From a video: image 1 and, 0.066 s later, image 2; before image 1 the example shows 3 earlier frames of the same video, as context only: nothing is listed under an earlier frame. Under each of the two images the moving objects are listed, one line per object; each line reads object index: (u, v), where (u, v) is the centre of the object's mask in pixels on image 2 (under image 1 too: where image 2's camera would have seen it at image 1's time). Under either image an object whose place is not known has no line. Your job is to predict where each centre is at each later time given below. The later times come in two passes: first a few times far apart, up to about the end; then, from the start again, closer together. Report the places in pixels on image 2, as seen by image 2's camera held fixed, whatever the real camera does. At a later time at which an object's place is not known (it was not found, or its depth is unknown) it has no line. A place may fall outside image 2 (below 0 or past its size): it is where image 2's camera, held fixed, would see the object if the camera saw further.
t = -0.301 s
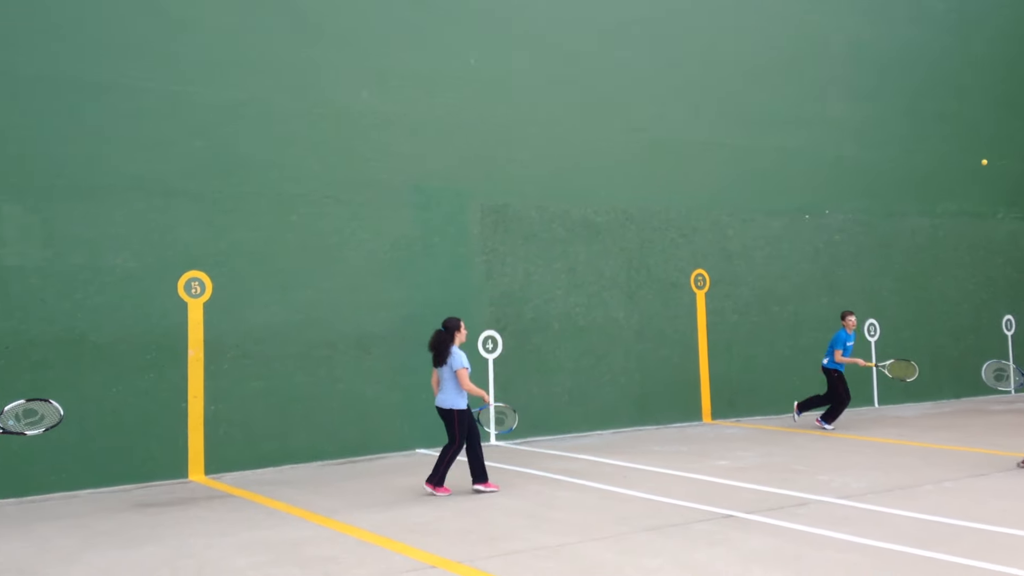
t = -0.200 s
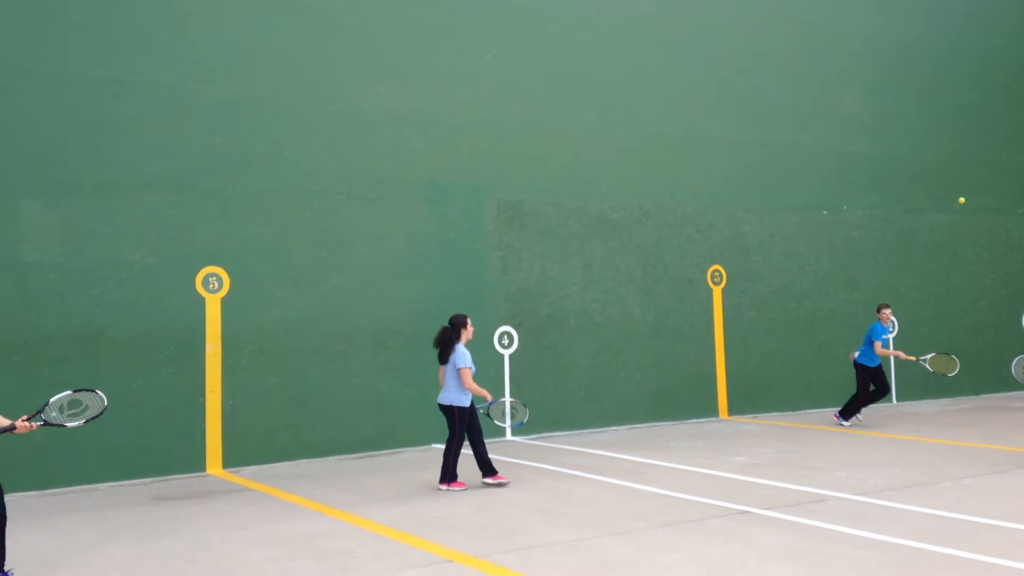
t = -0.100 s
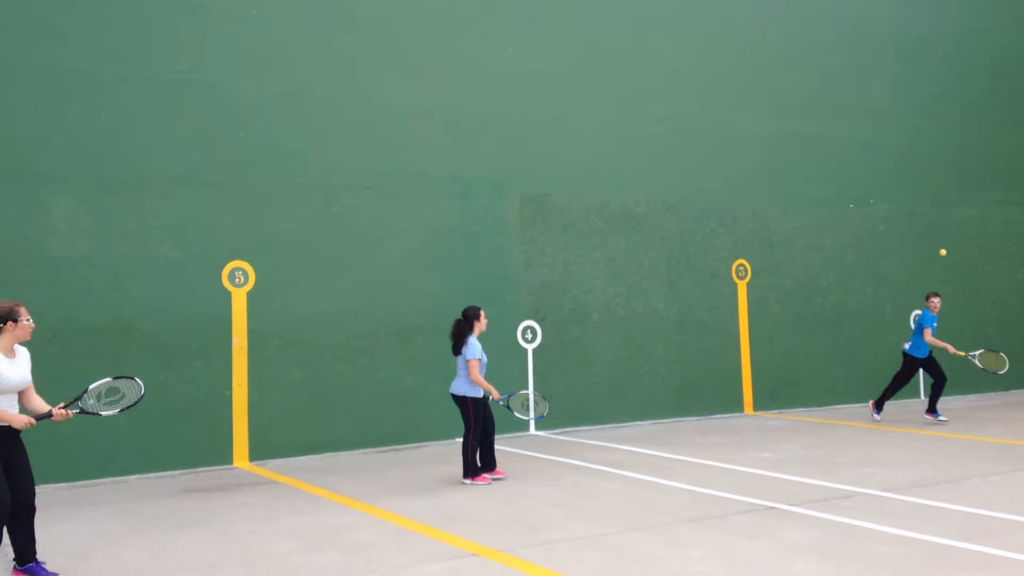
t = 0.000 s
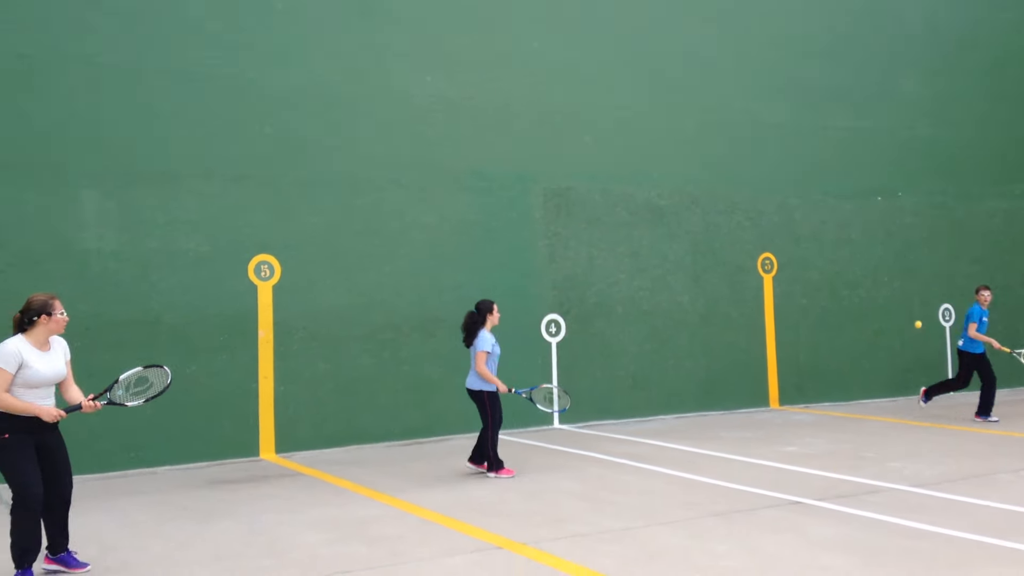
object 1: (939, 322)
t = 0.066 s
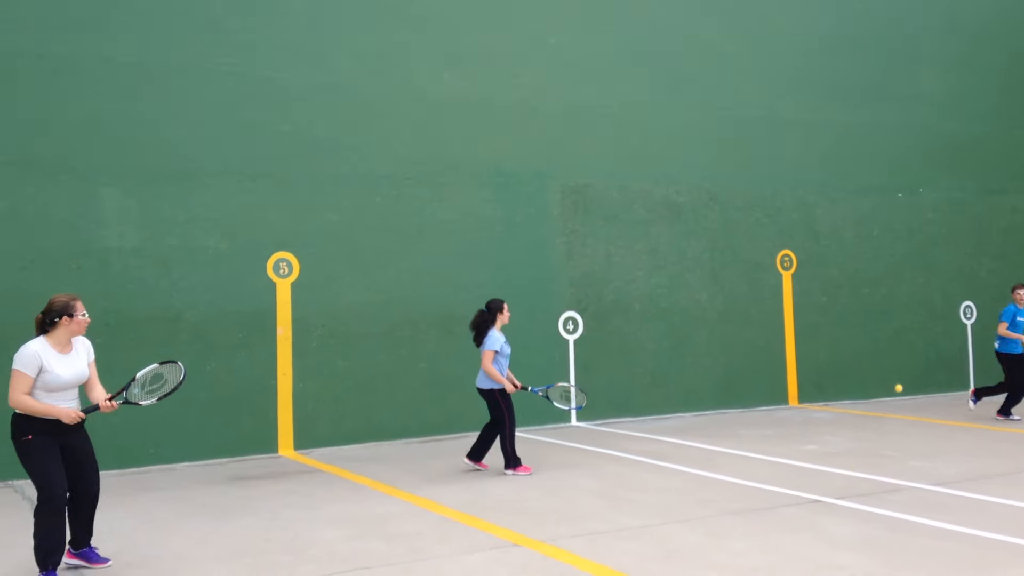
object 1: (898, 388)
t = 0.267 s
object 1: (792, 405)
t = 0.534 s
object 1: (660, 243)
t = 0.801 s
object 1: (499, 160)
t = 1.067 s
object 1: (283, 195)
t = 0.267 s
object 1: (792, 405)
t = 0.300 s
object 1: (777, 381)
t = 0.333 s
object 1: (761, 358)
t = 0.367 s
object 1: (745, 337)
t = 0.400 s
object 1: (729, 316)
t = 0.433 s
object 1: (712, 296)
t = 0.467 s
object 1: (695, 277)
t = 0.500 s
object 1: (677, 260)
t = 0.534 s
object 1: (660, 243)
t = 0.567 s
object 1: (642, 228)
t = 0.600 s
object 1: (623, 214)
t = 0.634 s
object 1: (604, 202)
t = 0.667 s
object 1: (584, 190)
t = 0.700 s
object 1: (564, 181)
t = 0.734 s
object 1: (542, 172)
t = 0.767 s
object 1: (521, 166)
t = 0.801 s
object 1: (499, 160)
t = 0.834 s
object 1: (475, 157)
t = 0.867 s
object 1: (451, 156)
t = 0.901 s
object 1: (426, 156)
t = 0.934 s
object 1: (400, 159)
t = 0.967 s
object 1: (373, 164)
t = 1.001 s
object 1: (344, 172)
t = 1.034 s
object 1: (315, 182)
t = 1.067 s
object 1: (283, 195)
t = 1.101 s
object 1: (250, 211)
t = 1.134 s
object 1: (215, 231)
